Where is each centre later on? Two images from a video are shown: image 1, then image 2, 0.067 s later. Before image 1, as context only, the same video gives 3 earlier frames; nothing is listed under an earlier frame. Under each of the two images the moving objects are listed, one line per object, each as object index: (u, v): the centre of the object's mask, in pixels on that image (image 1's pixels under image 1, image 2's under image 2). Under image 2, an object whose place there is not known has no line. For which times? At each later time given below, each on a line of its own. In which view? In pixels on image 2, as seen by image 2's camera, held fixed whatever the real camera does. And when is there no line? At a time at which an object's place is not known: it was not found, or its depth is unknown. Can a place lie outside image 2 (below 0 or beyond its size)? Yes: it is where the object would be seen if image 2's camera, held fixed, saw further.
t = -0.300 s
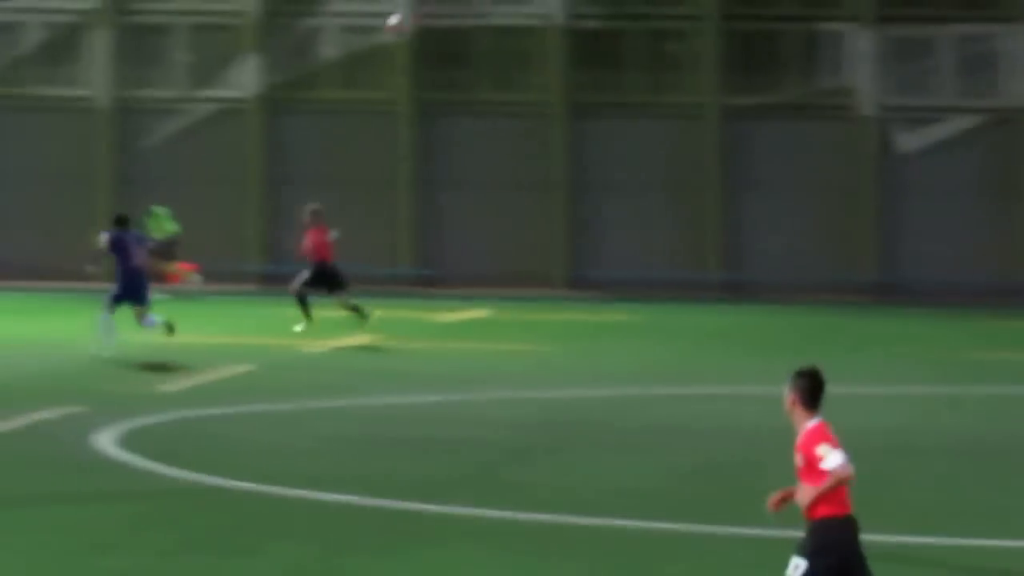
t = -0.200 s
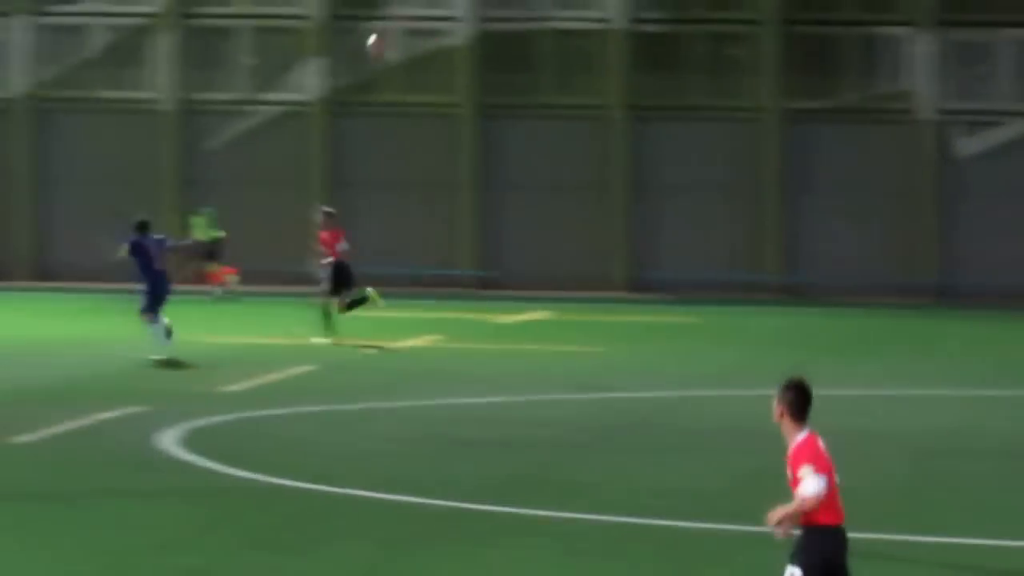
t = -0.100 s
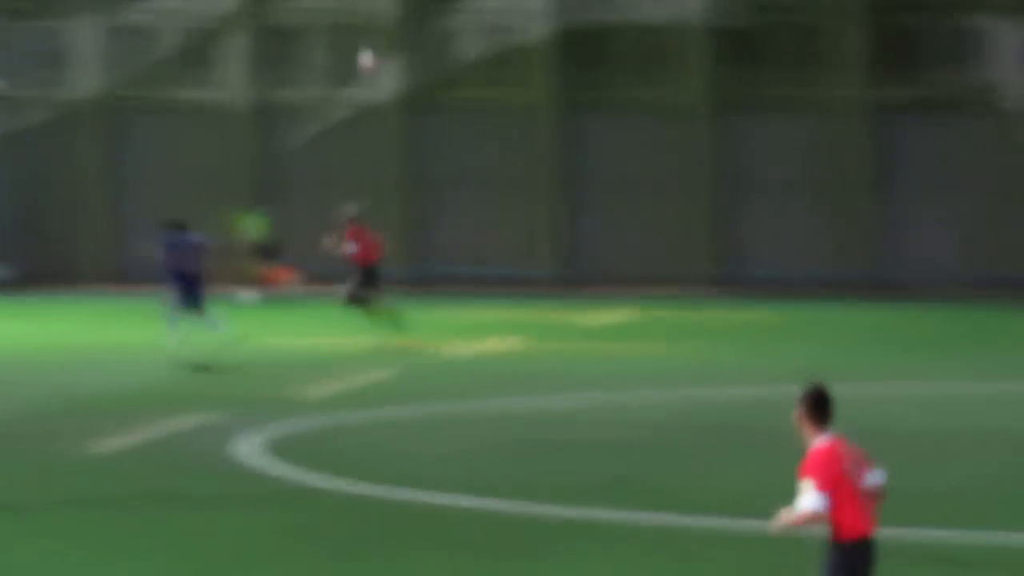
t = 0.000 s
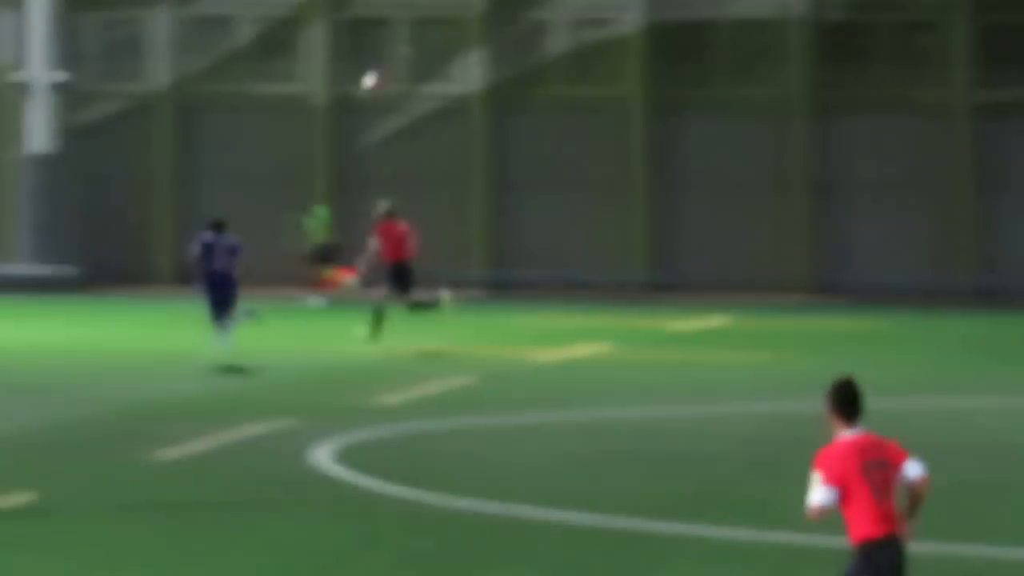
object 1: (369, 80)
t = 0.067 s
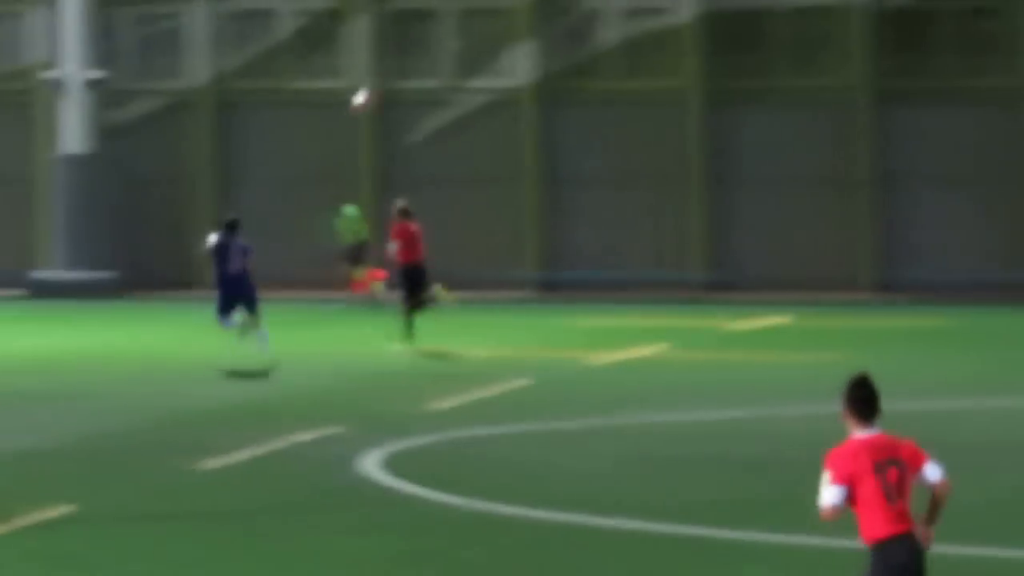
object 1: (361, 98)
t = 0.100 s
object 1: (334, 113)
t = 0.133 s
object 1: (308, 128)
